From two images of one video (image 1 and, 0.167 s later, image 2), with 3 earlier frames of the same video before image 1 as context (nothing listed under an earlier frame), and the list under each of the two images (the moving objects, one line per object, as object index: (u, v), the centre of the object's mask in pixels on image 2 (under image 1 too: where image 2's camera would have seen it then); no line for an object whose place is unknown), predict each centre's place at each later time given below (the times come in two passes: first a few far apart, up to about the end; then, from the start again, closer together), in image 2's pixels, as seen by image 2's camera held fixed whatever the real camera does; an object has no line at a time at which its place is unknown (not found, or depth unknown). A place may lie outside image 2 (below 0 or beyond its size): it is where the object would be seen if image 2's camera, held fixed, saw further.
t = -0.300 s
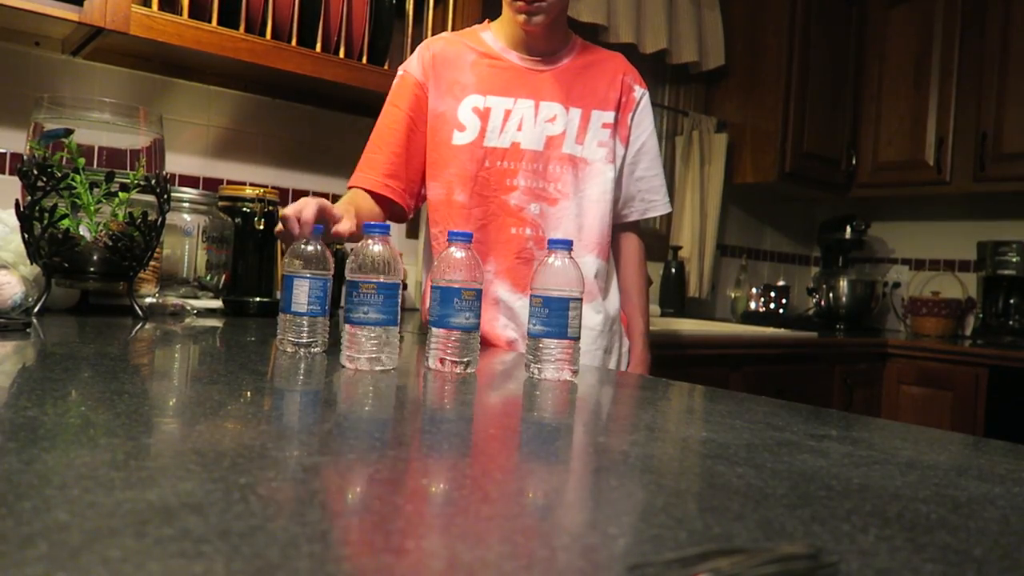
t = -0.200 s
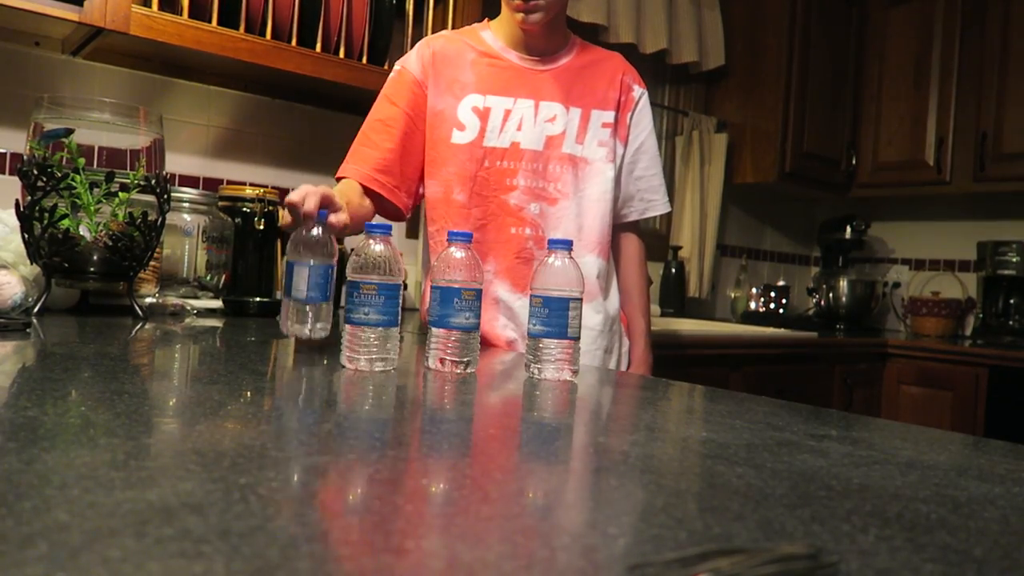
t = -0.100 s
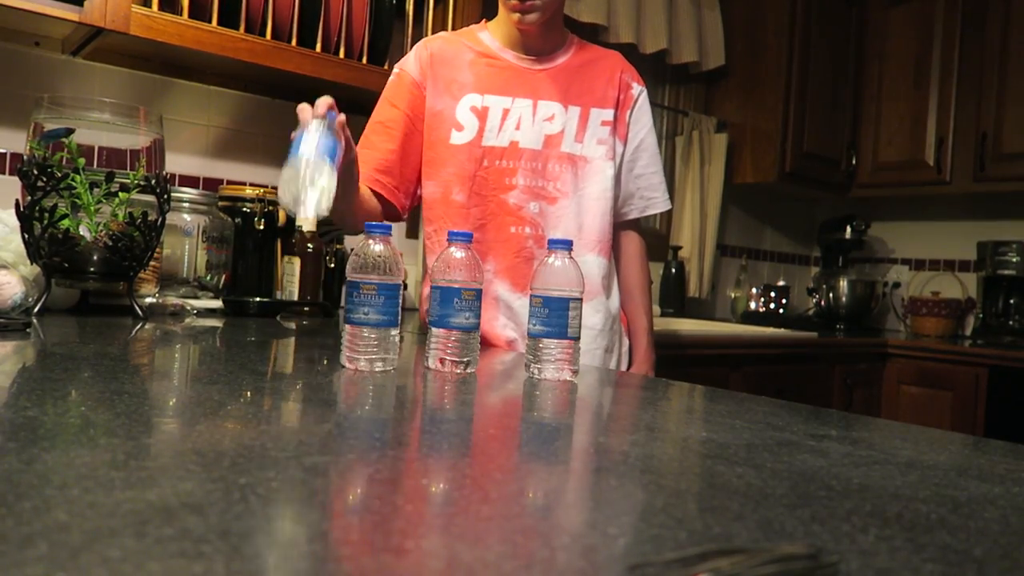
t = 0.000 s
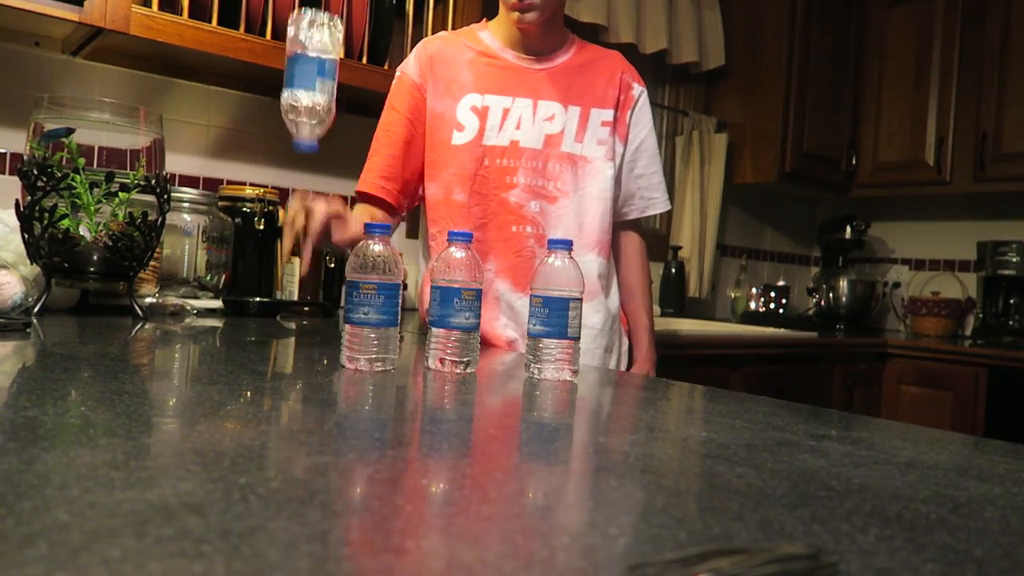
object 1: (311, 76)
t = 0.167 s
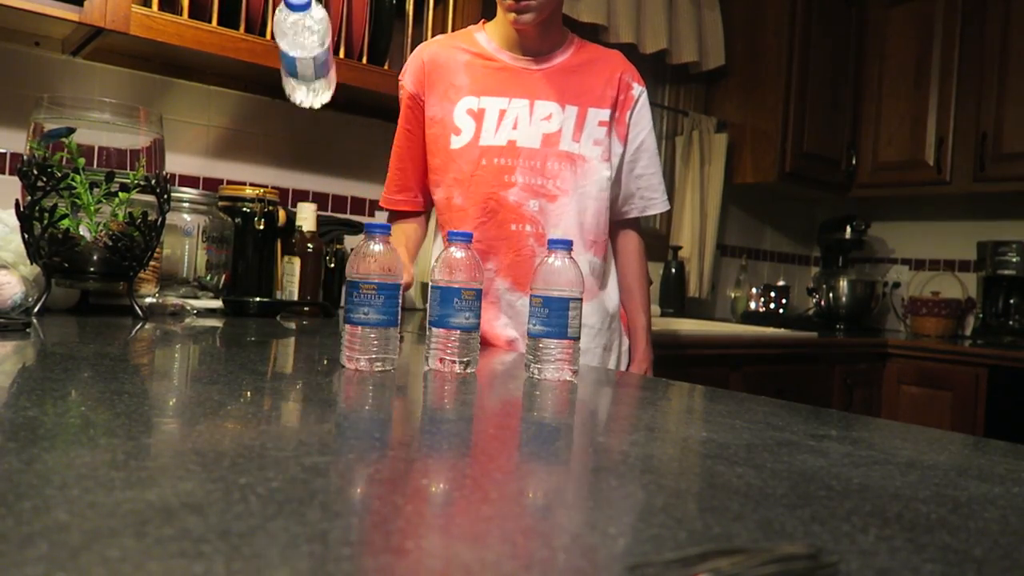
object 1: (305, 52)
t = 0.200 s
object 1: (301, 77)
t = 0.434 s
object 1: (286, 324)
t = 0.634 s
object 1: (289, 328)
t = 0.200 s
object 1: (301, 77)
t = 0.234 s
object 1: (298, 117)
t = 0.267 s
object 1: (293, 170)
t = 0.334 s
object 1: (282, 300)
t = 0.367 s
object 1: (285, 294)
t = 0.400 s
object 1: (286, 311)
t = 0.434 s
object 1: (286, 324)
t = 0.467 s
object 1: (285, 327)
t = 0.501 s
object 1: (286, 328)
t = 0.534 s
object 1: (287, 328)
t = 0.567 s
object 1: (288, 328)
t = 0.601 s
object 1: (289, 328)
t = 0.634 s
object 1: (289, 328)
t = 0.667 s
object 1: (290, 328)
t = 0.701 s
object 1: (291, 328)
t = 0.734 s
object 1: (292, 328)
